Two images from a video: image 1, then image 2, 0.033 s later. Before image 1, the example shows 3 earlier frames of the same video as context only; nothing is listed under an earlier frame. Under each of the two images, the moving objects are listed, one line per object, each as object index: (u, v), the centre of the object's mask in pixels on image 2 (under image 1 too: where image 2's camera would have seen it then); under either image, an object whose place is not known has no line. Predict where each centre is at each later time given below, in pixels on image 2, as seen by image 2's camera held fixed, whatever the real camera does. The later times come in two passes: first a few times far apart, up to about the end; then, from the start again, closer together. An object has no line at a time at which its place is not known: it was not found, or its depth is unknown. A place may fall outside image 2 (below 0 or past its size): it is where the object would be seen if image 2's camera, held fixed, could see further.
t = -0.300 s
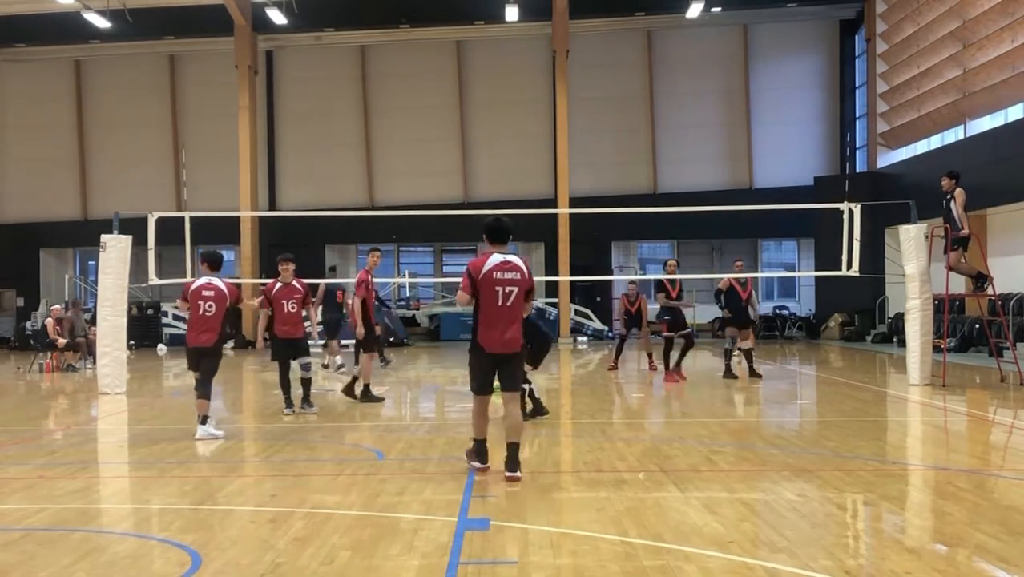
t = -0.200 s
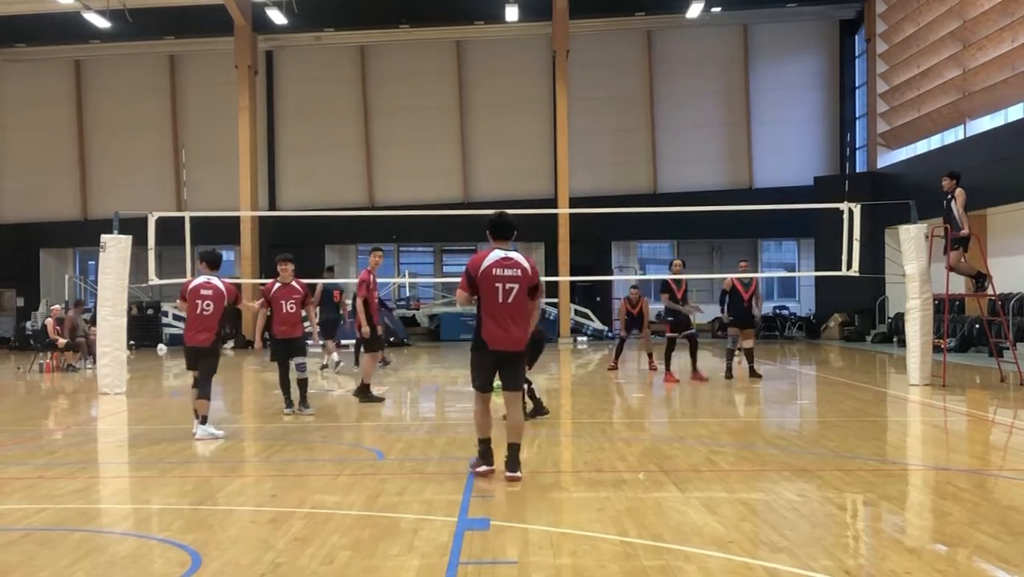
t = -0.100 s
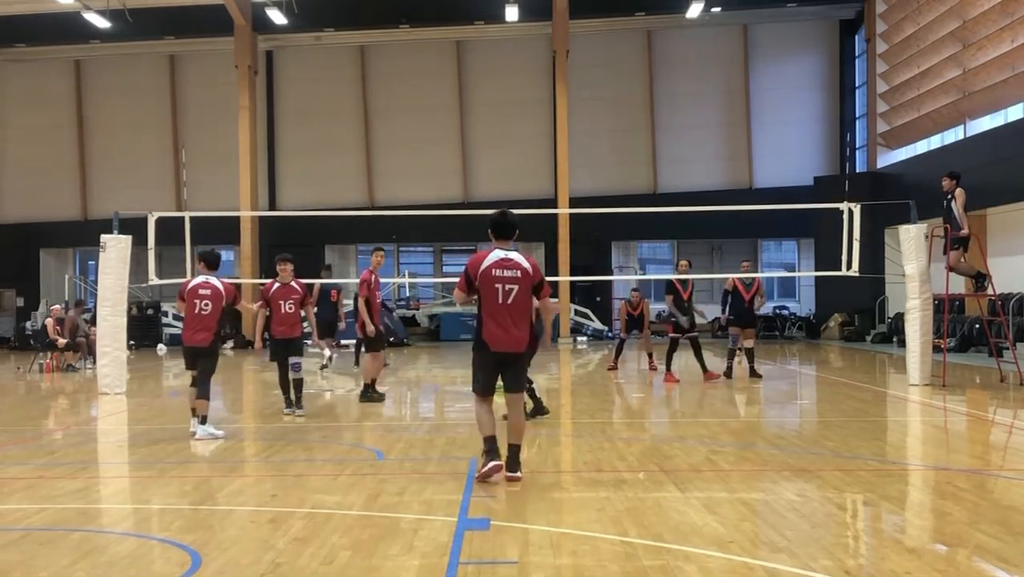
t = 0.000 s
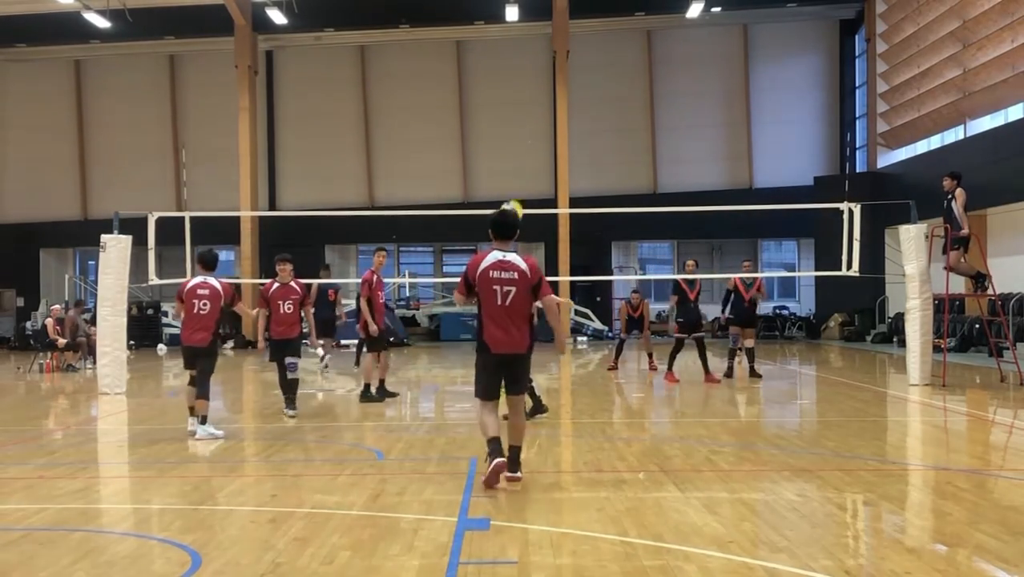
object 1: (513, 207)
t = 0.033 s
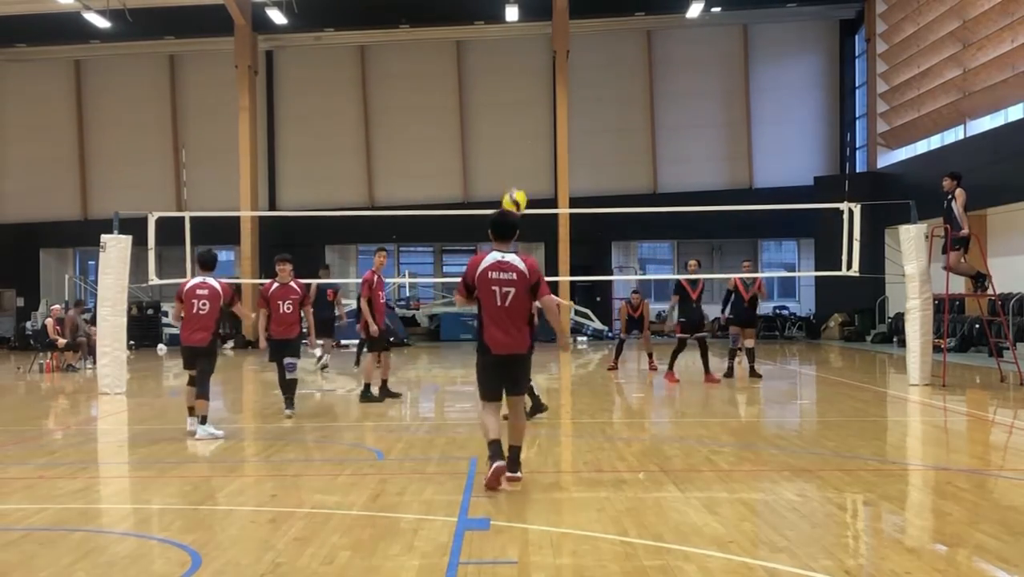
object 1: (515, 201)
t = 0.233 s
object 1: (539, 150)
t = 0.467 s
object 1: (572, 148)
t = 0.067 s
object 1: (518, 191)
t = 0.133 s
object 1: (526, 171)
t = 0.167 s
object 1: (530, 163)
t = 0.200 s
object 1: (535, 156)
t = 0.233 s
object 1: (539, 150)
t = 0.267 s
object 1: (543, 146)
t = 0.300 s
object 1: (547, 143)
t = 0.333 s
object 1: (552, 141)
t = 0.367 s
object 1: (557, 141)
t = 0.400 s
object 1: (562, 142)
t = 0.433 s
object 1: (567, 143)
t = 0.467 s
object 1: (572, 148)
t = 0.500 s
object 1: (578, 154)
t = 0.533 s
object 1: (583, 161)
